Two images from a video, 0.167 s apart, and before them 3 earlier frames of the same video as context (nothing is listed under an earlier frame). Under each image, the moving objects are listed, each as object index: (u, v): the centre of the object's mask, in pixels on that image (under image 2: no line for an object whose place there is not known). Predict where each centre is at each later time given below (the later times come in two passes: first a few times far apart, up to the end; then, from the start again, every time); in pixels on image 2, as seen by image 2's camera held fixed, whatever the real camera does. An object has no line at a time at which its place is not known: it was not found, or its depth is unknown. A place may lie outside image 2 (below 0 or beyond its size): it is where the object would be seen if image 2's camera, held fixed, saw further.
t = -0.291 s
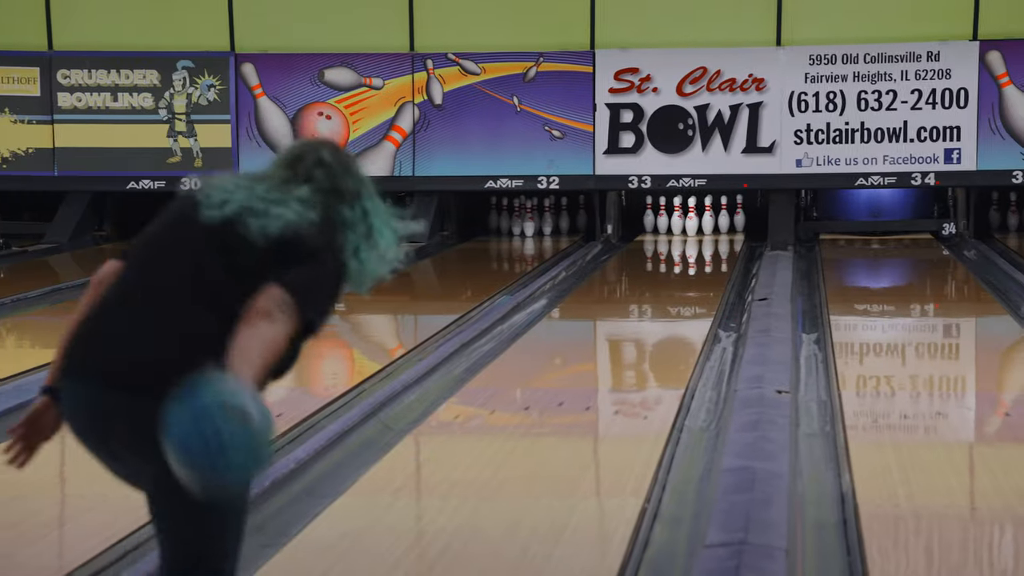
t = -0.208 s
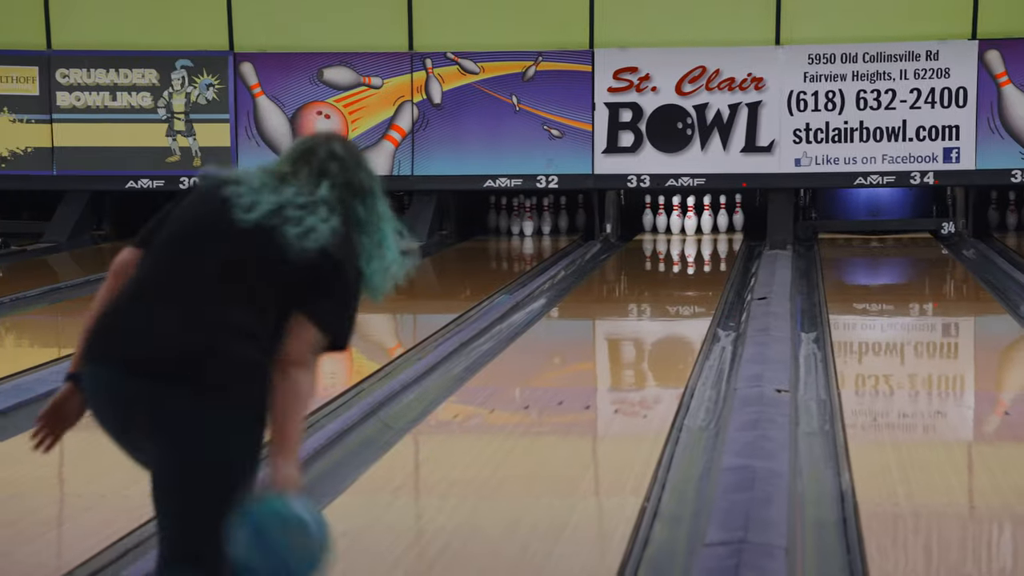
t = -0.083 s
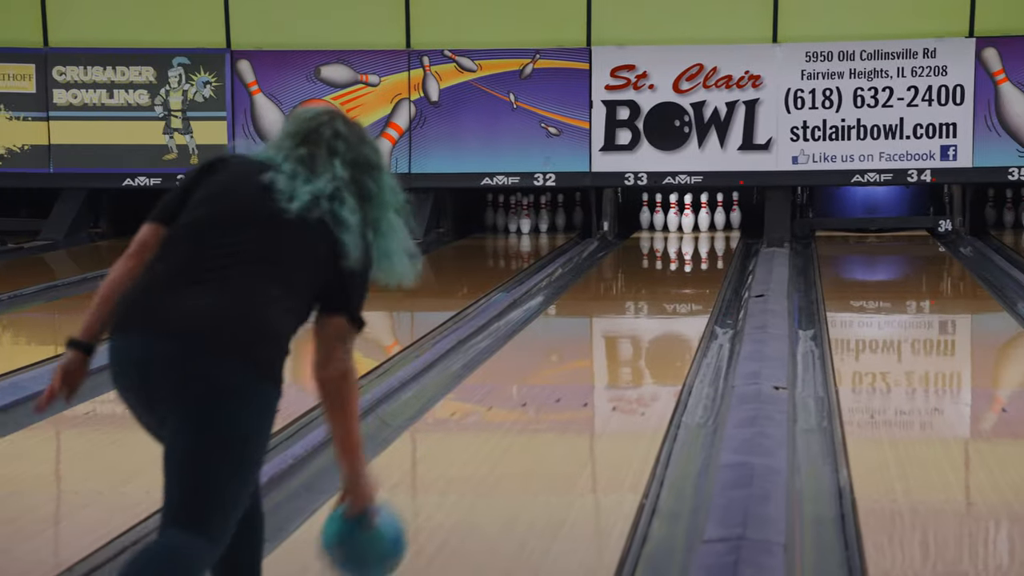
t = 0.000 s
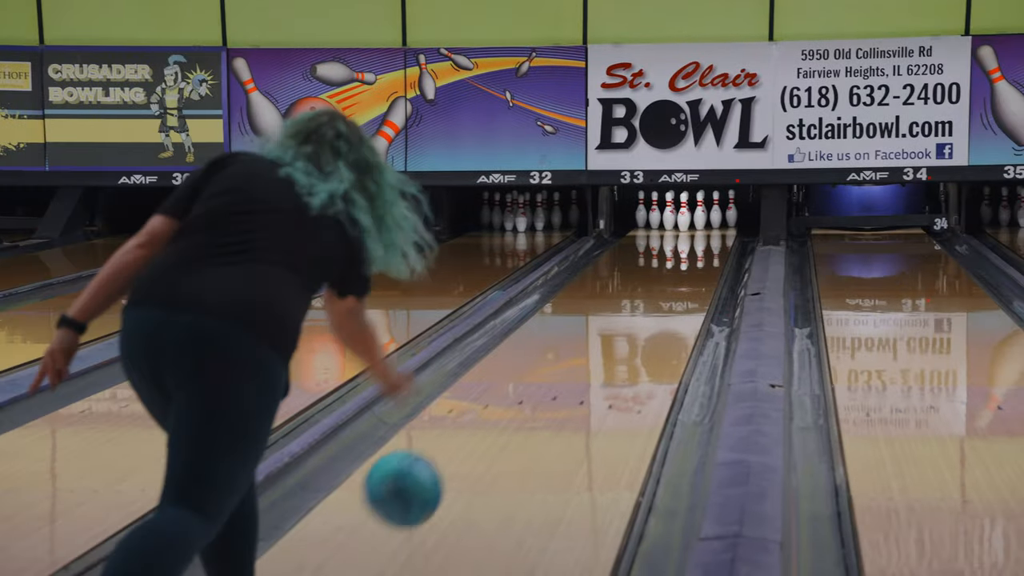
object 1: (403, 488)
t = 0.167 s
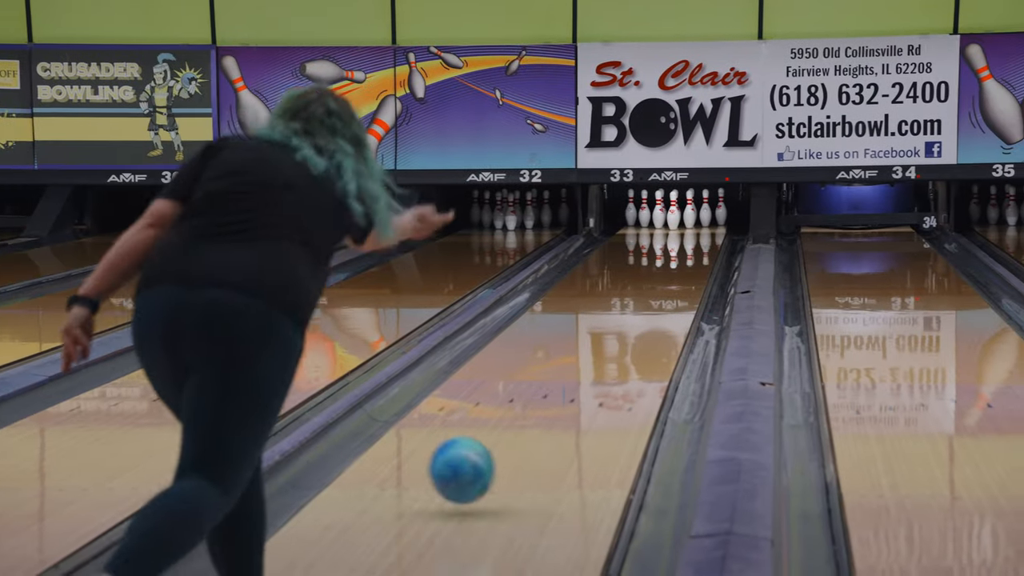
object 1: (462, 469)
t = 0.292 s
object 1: (500, 440)
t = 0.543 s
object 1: (555, 379)
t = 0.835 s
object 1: (598, 331)
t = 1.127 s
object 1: (629, 297)
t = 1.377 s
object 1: (649, 276)
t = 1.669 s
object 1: (666, 256)
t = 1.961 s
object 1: (682, 239)
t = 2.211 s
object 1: (692, 228)
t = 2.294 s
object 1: (696, 225)
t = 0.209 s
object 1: (476, 466)
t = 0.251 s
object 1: (488, 451)
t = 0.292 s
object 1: (500, 440)
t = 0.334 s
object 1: (510, 427)
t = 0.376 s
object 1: (520, 416)
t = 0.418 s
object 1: (530, 406)
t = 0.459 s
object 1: (538, 397)
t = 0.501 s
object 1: (547, 387)
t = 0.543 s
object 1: (555, 379)
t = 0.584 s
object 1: (562, 371)
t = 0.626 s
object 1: (569, 363)
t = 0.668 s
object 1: (575, 356)
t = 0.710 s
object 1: (582, 350)
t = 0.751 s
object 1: (588, 343)
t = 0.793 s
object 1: (593, 337)
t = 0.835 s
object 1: (598, 331)
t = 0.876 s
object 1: (603, 326)
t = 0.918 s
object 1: (607, 321)
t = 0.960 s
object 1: (612, 315)
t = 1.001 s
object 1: (617, 310)
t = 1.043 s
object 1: (621, 306)
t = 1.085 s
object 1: (625, 302)
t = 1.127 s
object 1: (629, 297)
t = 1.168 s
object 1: (632, 294)
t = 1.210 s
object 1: (636, 290)
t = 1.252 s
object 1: (639, 286)
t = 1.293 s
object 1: (642, 283)
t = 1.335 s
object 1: (645, 279)
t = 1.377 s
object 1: (649, 276)
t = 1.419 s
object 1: (651, 273)
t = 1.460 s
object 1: (654, 269)
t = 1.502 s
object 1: (657, 266)
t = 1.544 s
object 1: (659, 264)
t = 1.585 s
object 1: (662, 261)
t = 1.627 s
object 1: (665, 258)
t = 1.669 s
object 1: (666, 256)
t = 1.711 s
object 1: (668, 253)
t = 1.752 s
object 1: (671, 250)
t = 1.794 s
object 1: (674, 248)
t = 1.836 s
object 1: (675, 246)
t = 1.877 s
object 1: (677, 244)
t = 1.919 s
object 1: (679, 241)
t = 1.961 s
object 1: (682, 239)
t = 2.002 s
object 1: (684, 237)
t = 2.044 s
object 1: (685, 236)
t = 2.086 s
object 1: (687, 234)
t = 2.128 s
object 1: (689, 232)
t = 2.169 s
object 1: (691, 230)
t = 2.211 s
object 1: (692, 228)
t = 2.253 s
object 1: (694, 227)
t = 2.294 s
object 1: (696, 225)
